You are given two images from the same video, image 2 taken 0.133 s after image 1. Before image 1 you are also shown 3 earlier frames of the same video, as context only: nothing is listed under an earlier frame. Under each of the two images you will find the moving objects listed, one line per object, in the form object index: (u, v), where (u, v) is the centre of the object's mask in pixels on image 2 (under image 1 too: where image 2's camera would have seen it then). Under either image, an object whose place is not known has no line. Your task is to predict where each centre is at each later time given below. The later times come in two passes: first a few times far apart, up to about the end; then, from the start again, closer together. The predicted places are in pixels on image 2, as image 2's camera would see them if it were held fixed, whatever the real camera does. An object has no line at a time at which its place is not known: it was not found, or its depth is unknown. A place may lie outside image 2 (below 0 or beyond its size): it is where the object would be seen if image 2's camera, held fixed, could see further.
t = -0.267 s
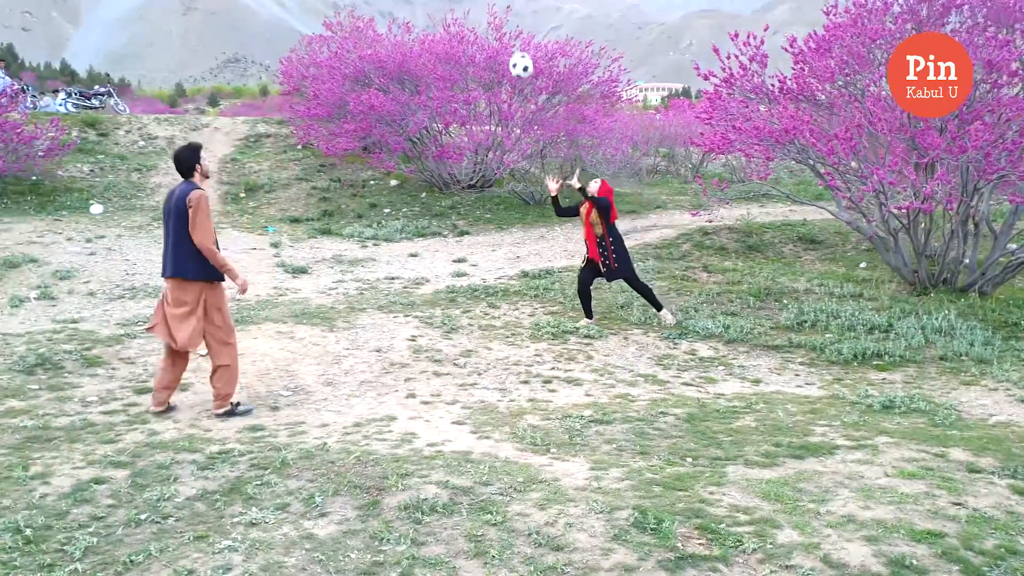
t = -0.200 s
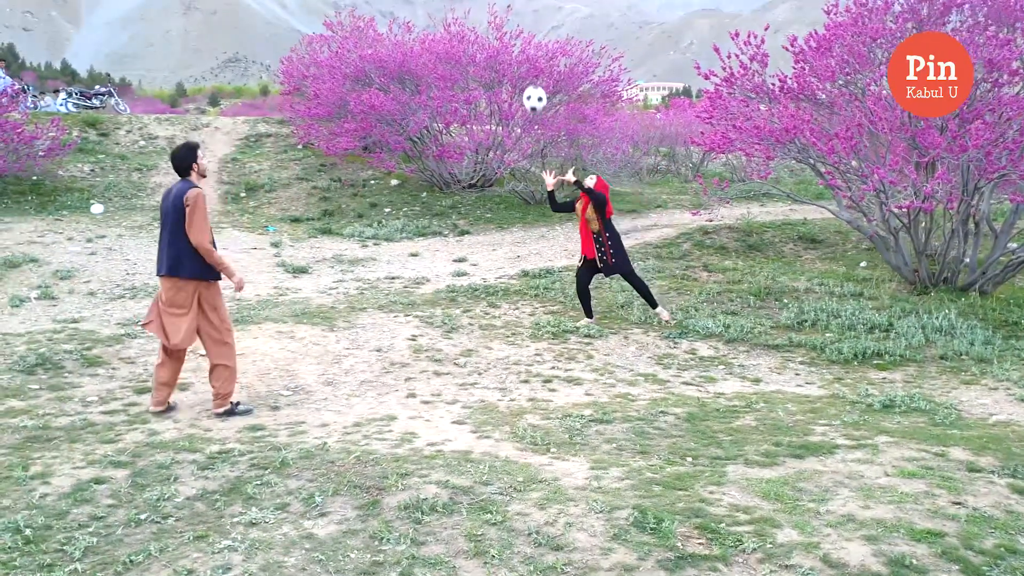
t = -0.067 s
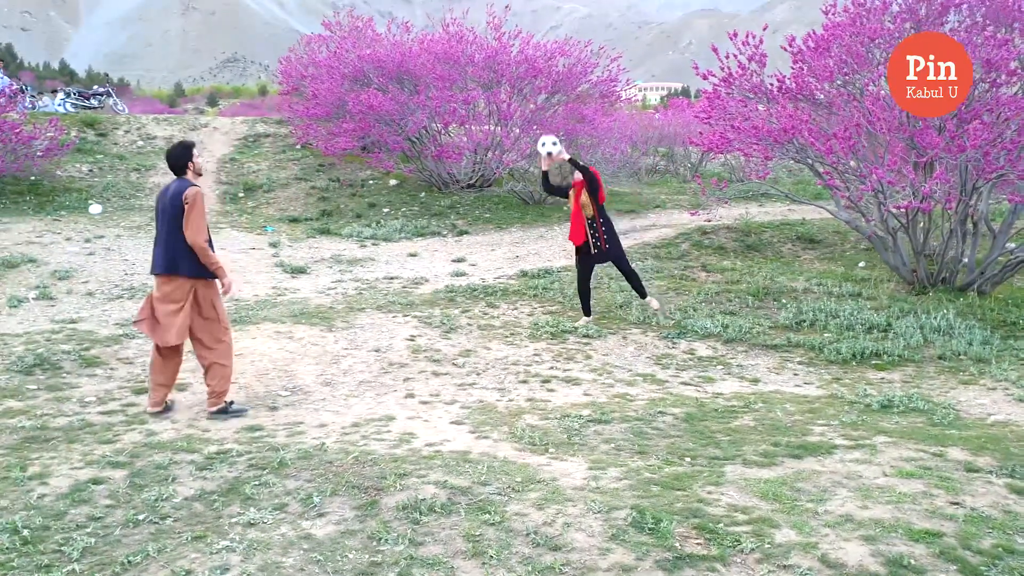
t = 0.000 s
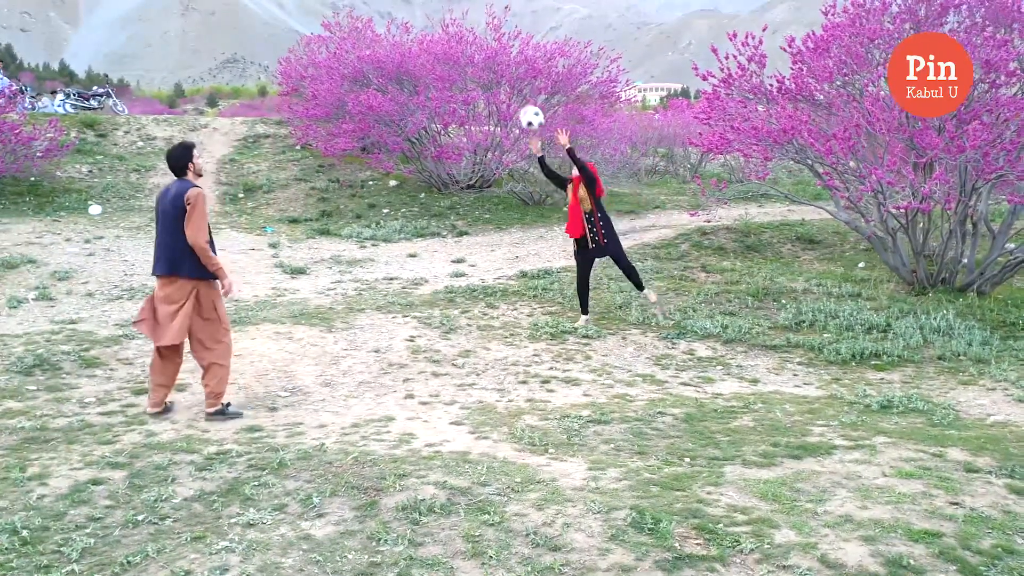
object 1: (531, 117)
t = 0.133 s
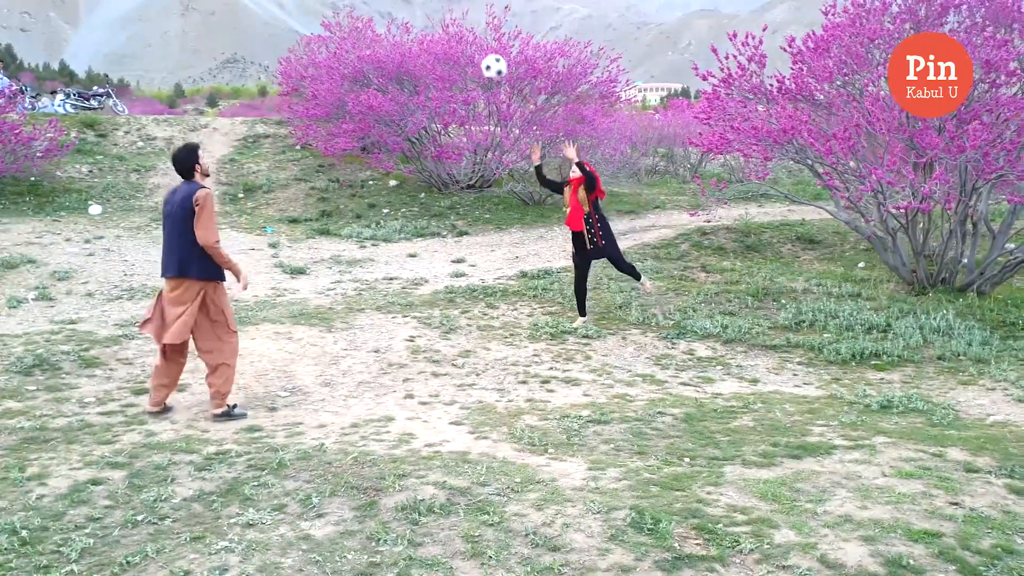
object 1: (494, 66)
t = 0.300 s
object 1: (444, 25)
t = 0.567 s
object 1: (353, 21)
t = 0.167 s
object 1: (484, 56)
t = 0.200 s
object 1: (474, 47)
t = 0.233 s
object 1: (464, 38)
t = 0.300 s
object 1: (444, 25)
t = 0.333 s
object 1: (432, 20)
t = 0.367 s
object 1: (422, 16)
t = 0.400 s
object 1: (412, 13)
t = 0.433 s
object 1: (400, 13)
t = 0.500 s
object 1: (377, 14)
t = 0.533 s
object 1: (365, 17)
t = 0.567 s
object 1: (353, 21)
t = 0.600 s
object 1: (341, 27)
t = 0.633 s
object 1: (329, 35)
